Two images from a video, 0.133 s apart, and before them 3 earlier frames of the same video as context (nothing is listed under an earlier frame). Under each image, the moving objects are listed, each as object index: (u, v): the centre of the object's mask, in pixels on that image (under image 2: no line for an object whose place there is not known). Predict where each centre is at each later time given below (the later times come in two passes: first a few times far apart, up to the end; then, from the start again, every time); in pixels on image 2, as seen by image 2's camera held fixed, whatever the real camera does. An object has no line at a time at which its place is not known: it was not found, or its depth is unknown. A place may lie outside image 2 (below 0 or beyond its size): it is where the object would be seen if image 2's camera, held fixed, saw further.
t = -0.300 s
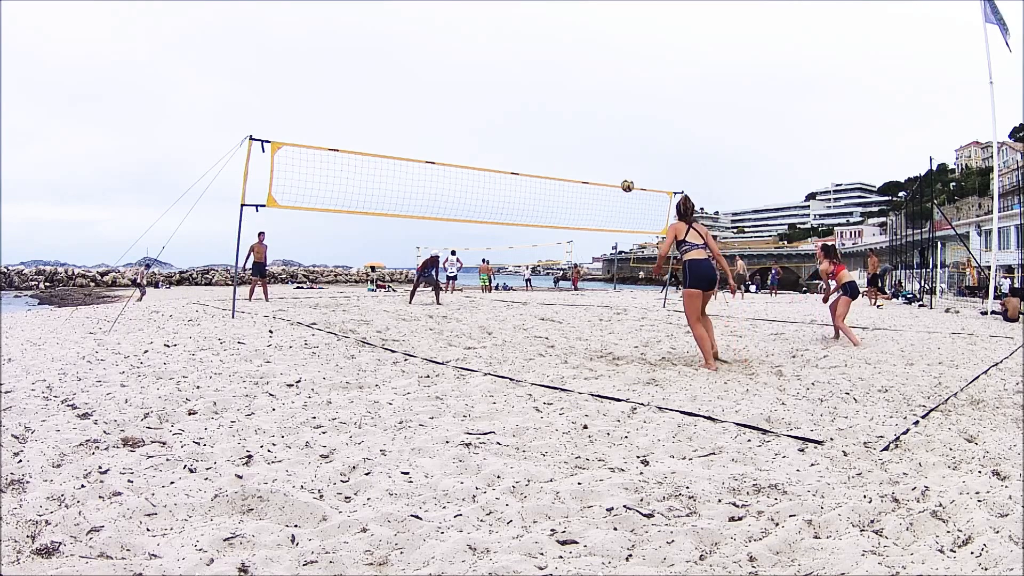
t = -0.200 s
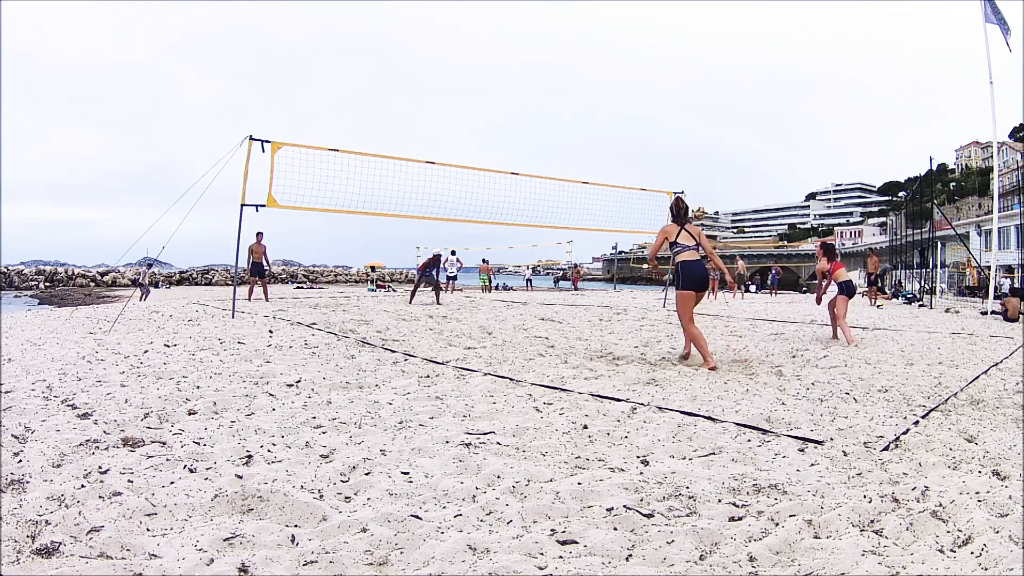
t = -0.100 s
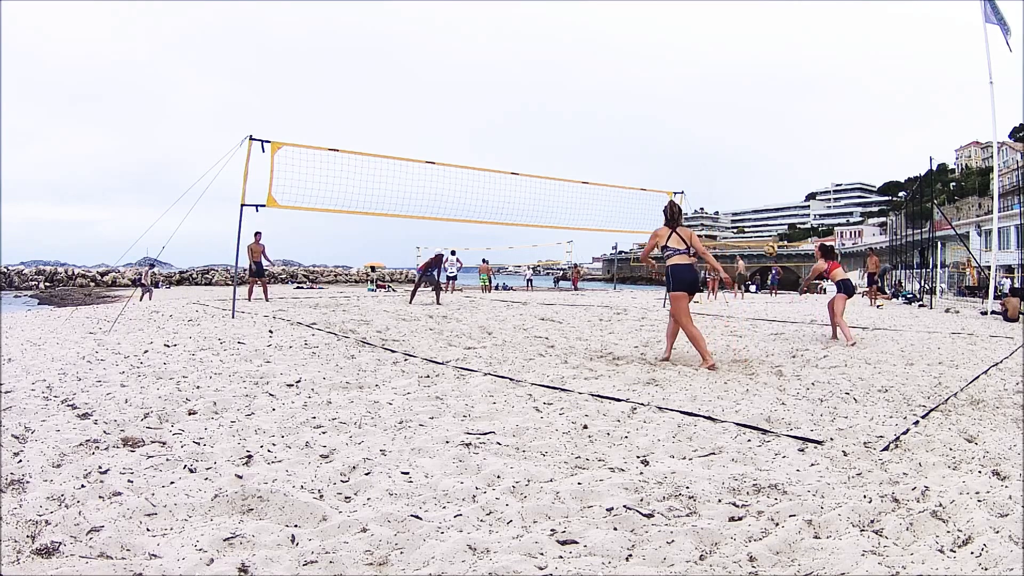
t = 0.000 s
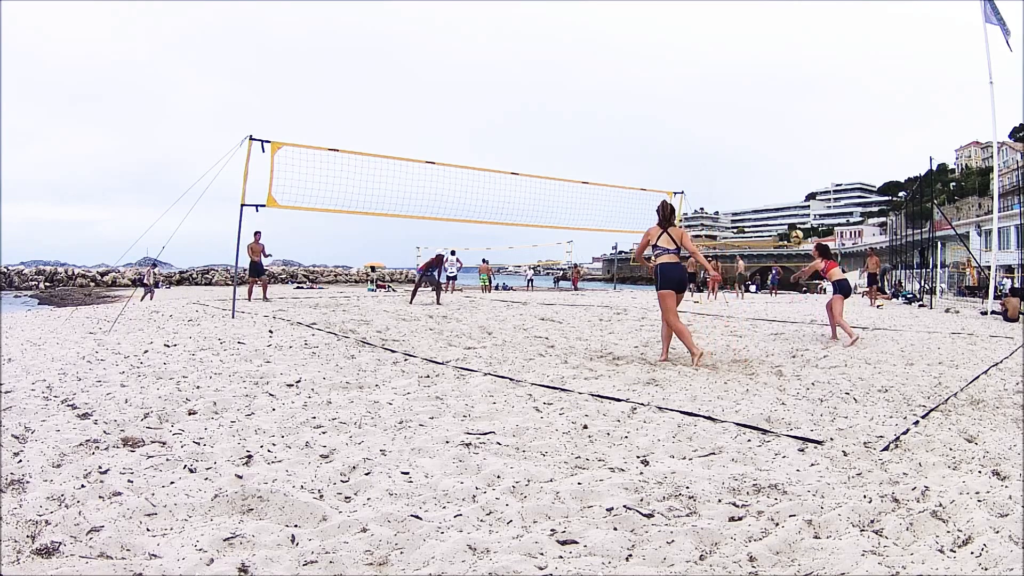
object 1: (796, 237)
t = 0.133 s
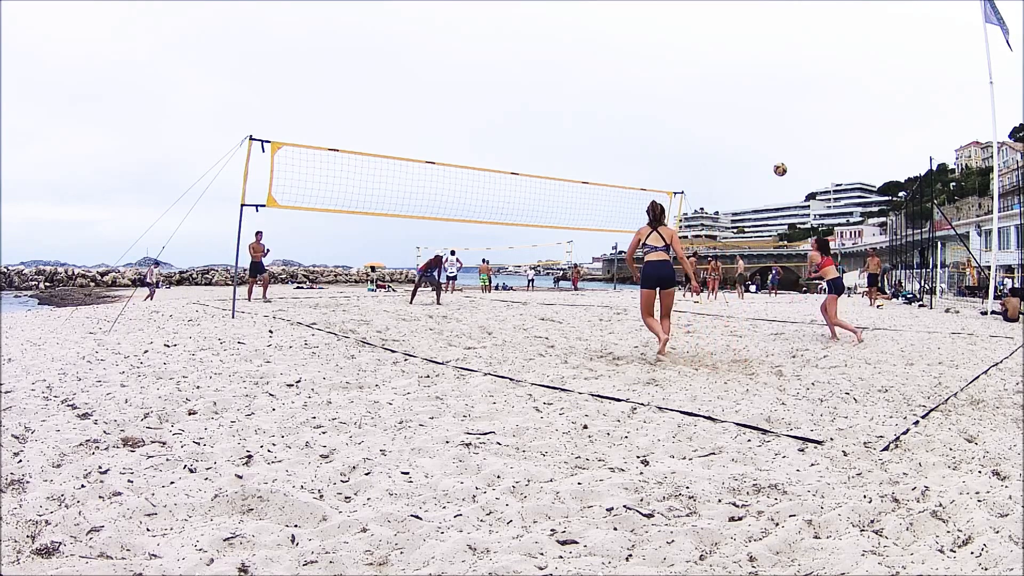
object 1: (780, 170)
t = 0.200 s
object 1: (771, 141)
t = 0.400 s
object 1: (748, 76)
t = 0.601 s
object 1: (728, 37)
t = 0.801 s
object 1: (710, 22)
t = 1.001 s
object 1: (695, 28)
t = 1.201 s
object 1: (681, 55)
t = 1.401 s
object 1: (668, 105)
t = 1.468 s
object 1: (663, 127)
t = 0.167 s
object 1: (776, 155)
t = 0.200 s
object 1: (771, 141)
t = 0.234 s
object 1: (767, 128)
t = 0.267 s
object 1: (763, 116)
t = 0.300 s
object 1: (759, 104)
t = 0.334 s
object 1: (756, 94)
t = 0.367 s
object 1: (752, 84)
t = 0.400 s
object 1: (748, 76)
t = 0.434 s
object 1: (744, 68)
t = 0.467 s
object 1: (741, 60)
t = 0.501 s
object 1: (738, 53)
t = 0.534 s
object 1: (734, 47)
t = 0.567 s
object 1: (731, 42)
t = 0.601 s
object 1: (728, 37)
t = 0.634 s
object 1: (725, 33)
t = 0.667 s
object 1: (722, 30)
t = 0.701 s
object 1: (719, 27)
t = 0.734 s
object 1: (716, 25)
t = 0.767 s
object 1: (713, 23)
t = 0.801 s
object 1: (710, 22)
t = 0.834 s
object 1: (707, 22)
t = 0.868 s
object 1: (705, 22)
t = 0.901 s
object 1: (702, 22)
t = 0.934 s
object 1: (700, 24)
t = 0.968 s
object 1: (698, 25)
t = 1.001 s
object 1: (695, 28)
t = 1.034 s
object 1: (693, 31)
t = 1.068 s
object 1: (690, 35)
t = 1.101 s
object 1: (688, 39)
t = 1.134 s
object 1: (686, 44)
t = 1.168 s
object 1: (683, 49)
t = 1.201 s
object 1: (681, 55)
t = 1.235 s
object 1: (679, 62)
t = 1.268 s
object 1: (677, 69)
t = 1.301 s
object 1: (675, 77)
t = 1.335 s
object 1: (672, 86)
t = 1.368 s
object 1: (670, 95)
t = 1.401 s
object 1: (668, 105)
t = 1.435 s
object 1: (665, 116)
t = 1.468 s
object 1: (663, 127)
